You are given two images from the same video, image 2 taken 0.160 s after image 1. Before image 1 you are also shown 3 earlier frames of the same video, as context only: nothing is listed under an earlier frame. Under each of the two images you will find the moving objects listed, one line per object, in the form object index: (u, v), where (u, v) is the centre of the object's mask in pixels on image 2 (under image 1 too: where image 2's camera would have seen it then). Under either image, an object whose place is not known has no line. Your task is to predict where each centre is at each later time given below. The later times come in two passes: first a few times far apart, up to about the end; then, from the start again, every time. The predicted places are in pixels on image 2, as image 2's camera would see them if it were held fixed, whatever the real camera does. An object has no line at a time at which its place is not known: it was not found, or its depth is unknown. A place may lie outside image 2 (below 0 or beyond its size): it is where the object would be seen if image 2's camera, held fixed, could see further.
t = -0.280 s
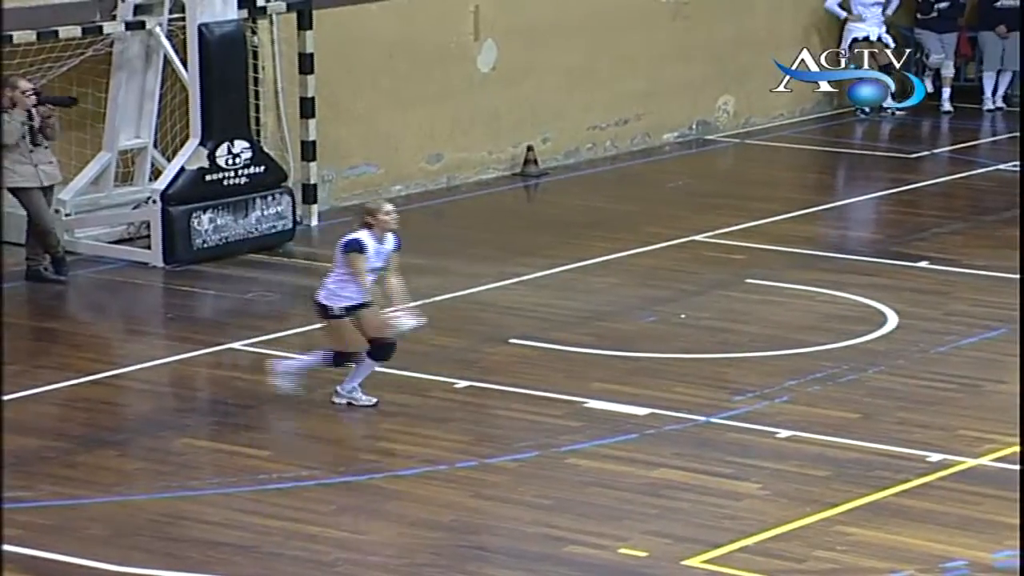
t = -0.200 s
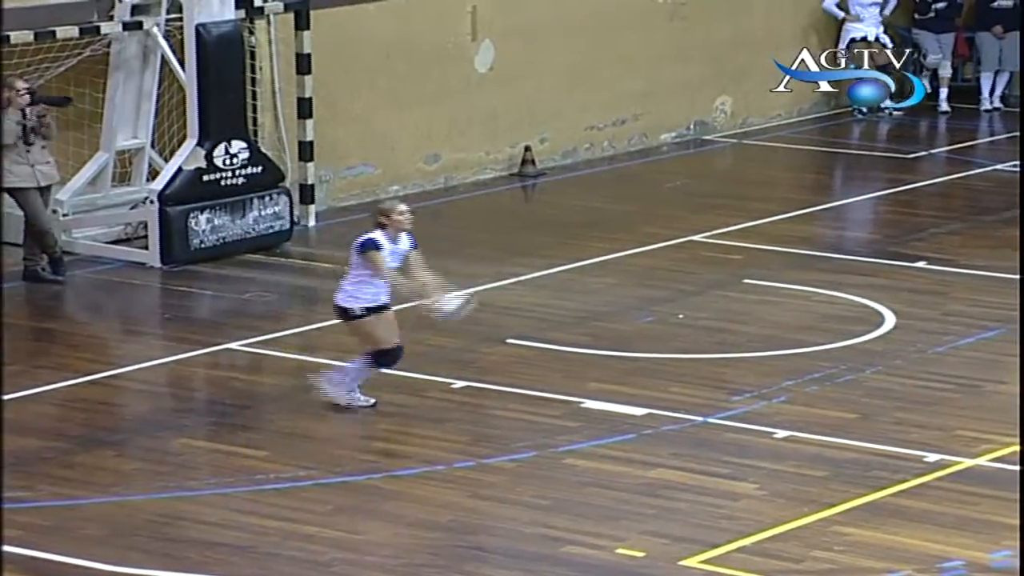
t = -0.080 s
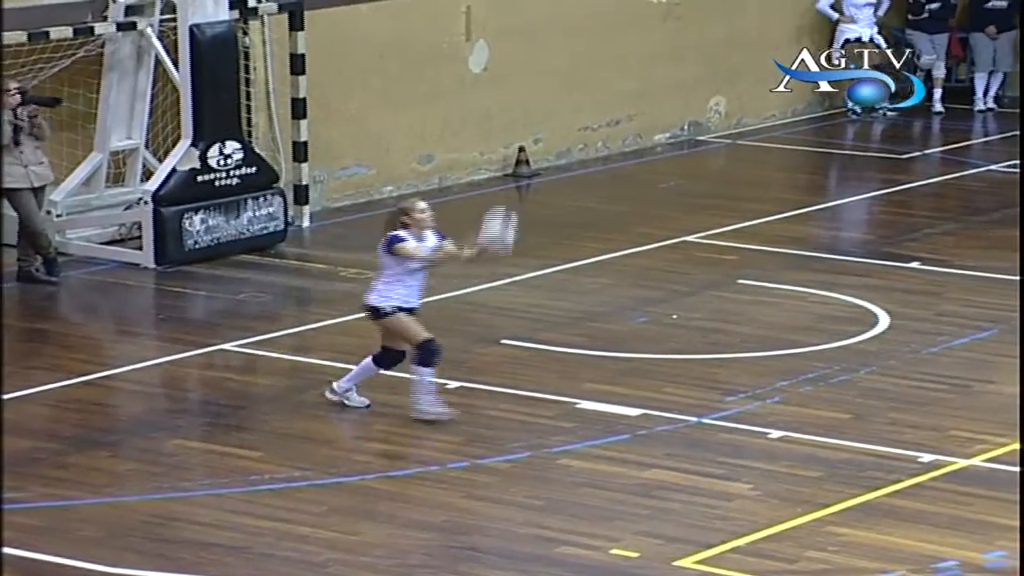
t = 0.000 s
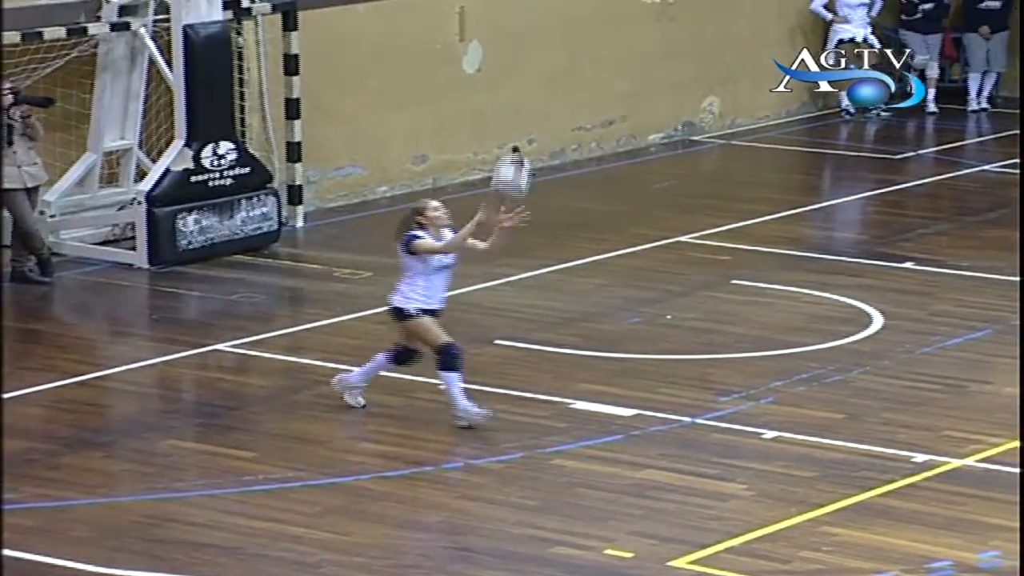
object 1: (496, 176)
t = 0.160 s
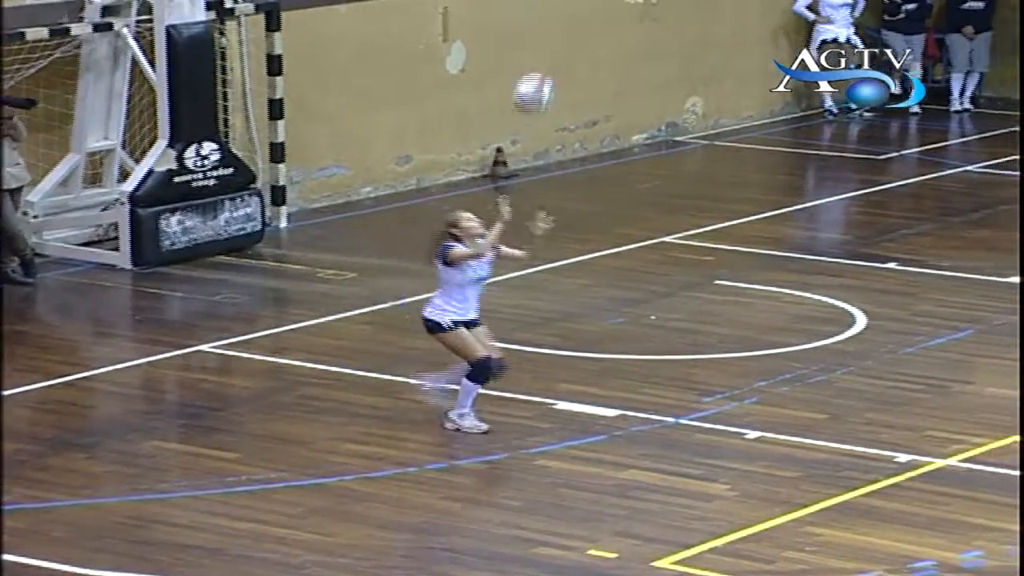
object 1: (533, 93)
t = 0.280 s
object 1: (563, 54)
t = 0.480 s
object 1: (606, 42)
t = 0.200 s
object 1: (544, 77)
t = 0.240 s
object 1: (553, 65)
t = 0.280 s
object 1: (563, 54)
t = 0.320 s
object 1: (573, 46)
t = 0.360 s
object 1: (582, 41)
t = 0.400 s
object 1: (590, 39)
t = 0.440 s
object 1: (597, 39)
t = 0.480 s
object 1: (606, 42)
